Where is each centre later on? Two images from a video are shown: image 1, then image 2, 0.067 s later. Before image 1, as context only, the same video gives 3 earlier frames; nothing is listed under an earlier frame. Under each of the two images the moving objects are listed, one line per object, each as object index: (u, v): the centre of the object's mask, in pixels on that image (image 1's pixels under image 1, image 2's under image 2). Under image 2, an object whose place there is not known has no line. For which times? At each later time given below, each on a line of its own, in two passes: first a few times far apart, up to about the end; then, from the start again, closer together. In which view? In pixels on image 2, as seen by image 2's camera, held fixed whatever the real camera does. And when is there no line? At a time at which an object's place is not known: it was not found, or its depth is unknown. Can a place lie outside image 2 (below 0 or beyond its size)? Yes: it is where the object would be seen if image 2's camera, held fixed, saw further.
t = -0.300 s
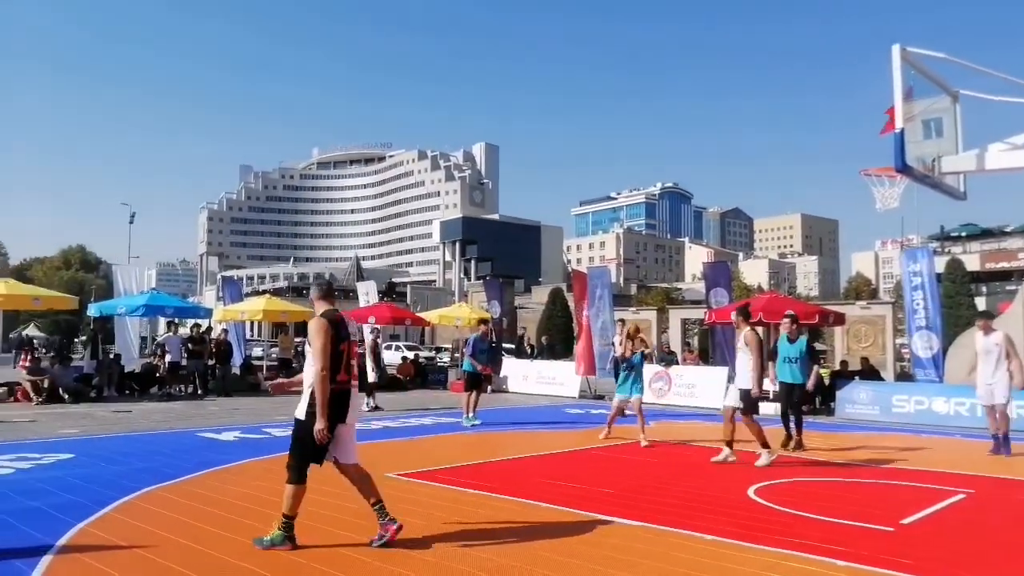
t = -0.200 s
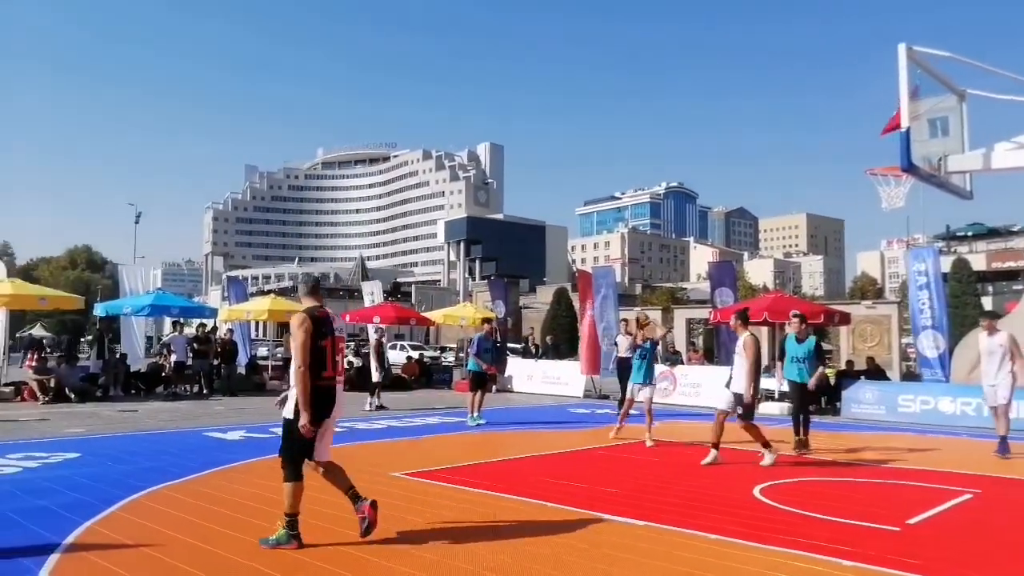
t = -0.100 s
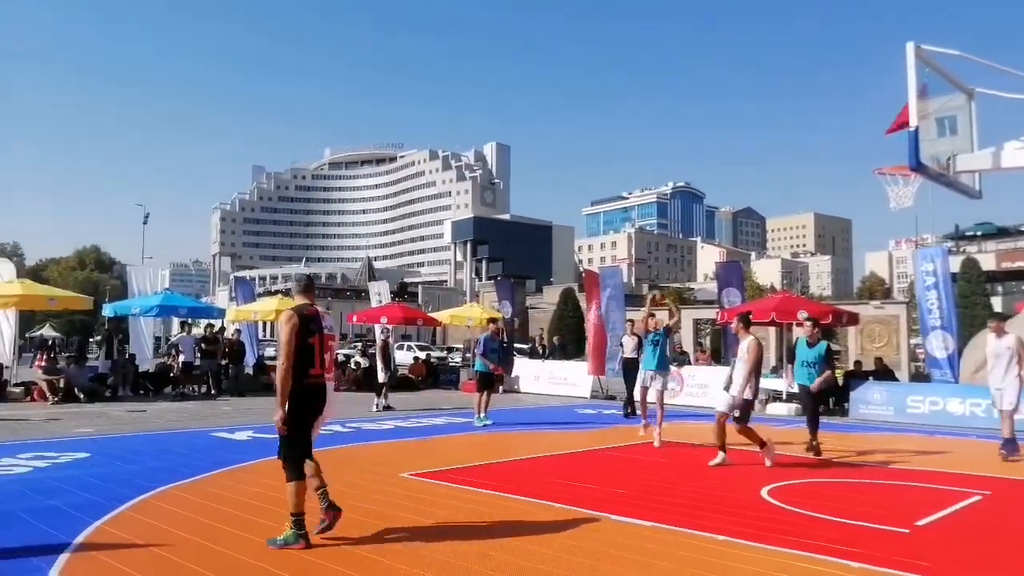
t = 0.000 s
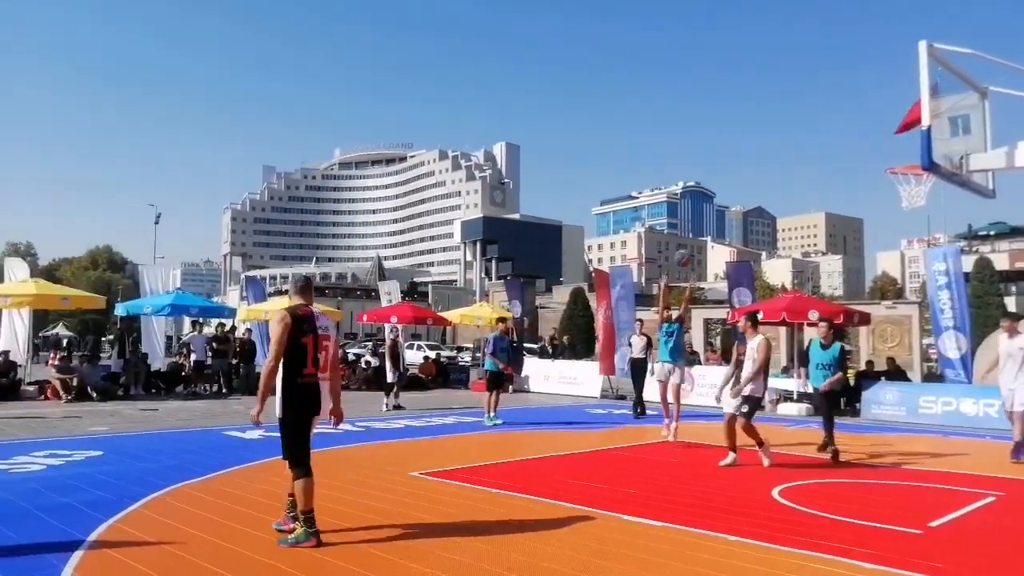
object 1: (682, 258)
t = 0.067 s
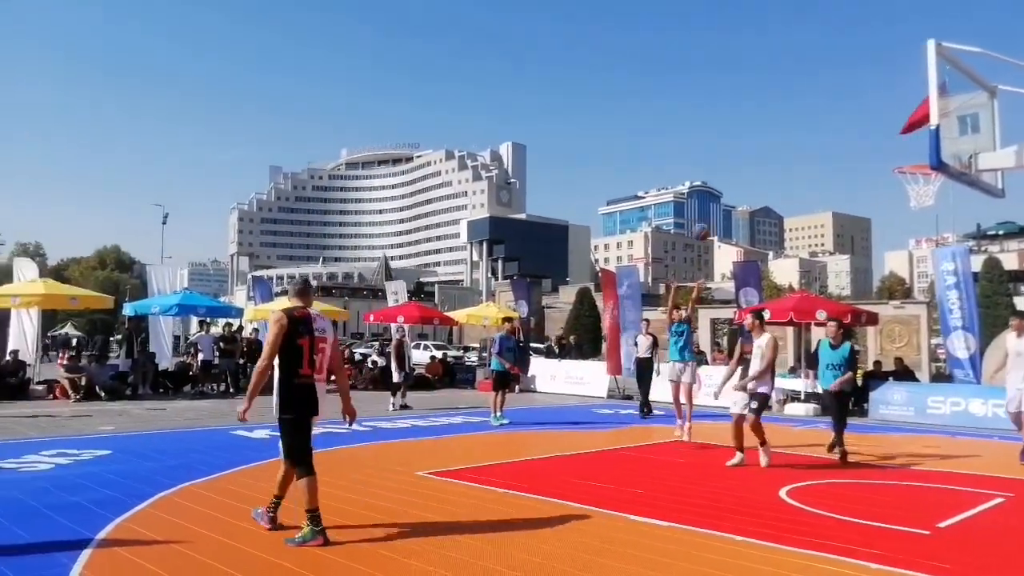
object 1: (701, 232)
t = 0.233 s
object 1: (733, 178)
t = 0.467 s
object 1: (784, 129)
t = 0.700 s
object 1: (845, 120)
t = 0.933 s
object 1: (921, 162)
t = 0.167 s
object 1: (720, 198)
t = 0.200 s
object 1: (726, 187)
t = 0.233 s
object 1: (733, 178)
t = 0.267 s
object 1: (740, 168)
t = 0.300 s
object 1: (746, 160)
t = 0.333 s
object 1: (753, 153)
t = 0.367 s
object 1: (761, 146)
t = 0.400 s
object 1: (769, 139)
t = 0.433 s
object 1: (776, 134)
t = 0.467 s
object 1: (784, 129)
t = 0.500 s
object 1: (792, 125)
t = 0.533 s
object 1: (800, 122)
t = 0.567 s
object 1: (808, 119)
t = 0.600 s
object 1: (817, 119)
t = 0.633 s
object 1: (826, 119)
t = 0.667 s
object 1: (835, 119)
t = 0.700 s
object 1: (845, 120)
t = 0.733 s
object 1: (855, 123)
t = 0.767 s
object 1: (865, 127)
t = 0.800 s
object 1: (876, 132)
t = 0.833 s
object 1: (887, 138)
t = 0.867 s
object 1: (899, 145)
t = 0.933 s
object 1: (921, 162)
